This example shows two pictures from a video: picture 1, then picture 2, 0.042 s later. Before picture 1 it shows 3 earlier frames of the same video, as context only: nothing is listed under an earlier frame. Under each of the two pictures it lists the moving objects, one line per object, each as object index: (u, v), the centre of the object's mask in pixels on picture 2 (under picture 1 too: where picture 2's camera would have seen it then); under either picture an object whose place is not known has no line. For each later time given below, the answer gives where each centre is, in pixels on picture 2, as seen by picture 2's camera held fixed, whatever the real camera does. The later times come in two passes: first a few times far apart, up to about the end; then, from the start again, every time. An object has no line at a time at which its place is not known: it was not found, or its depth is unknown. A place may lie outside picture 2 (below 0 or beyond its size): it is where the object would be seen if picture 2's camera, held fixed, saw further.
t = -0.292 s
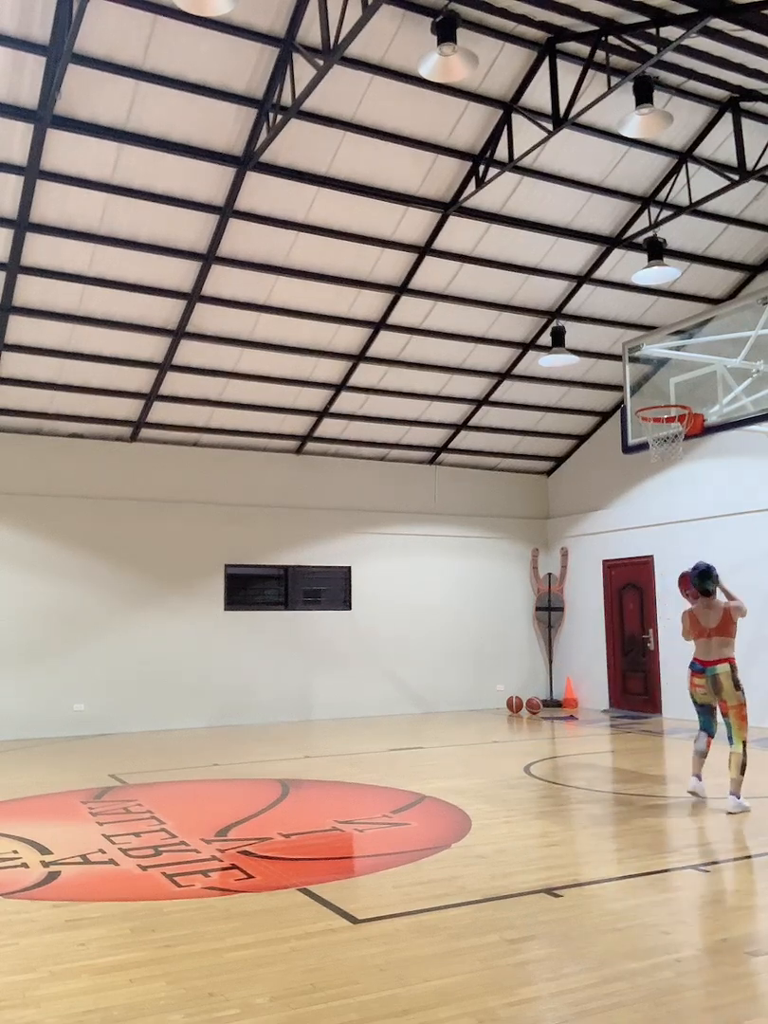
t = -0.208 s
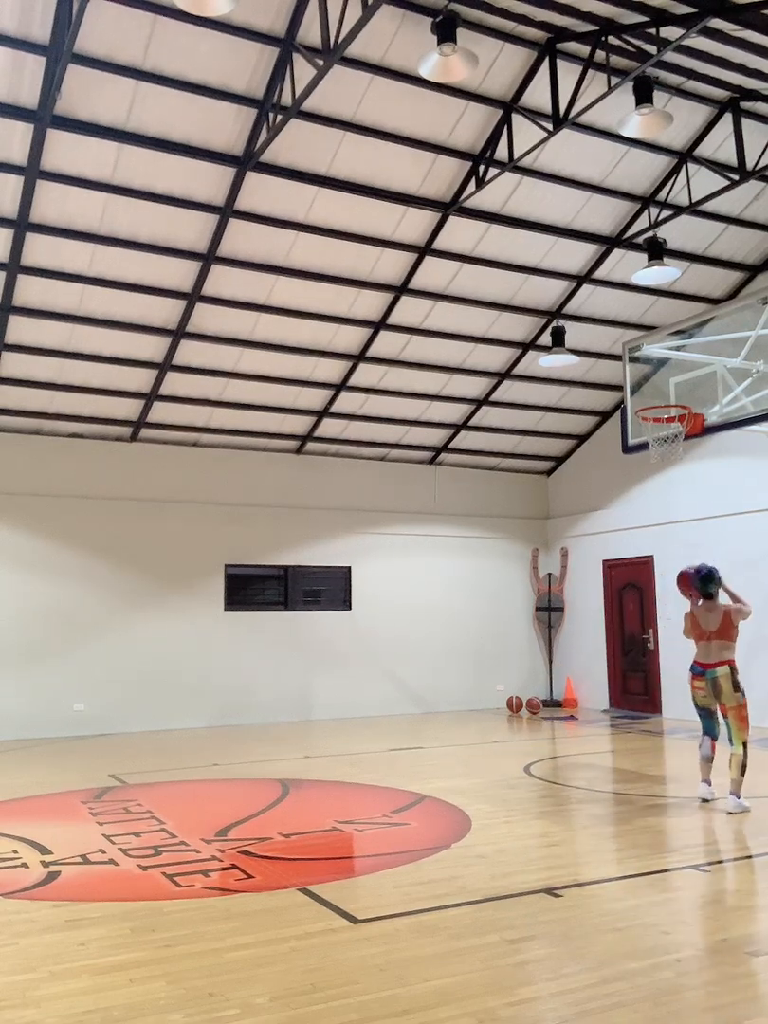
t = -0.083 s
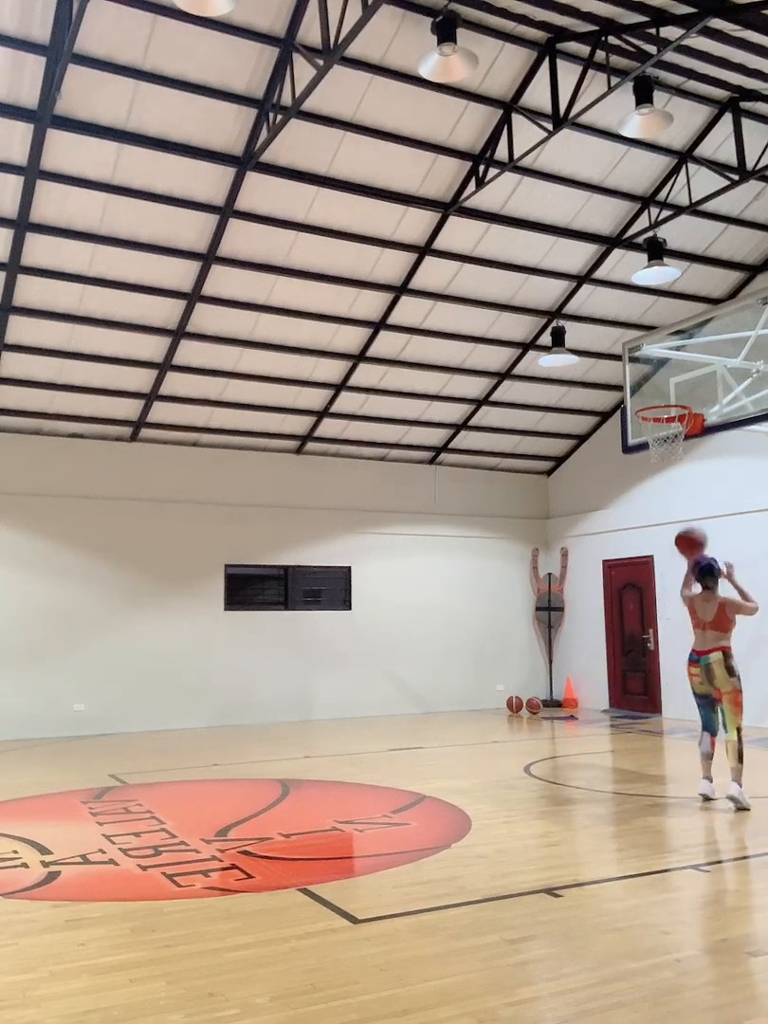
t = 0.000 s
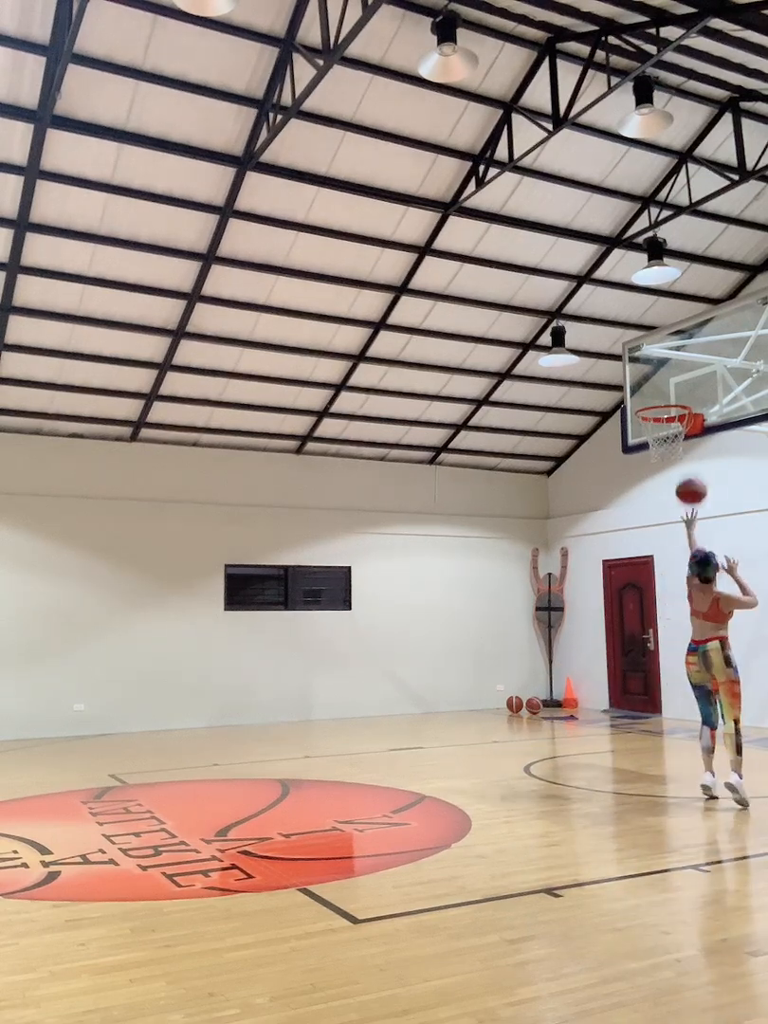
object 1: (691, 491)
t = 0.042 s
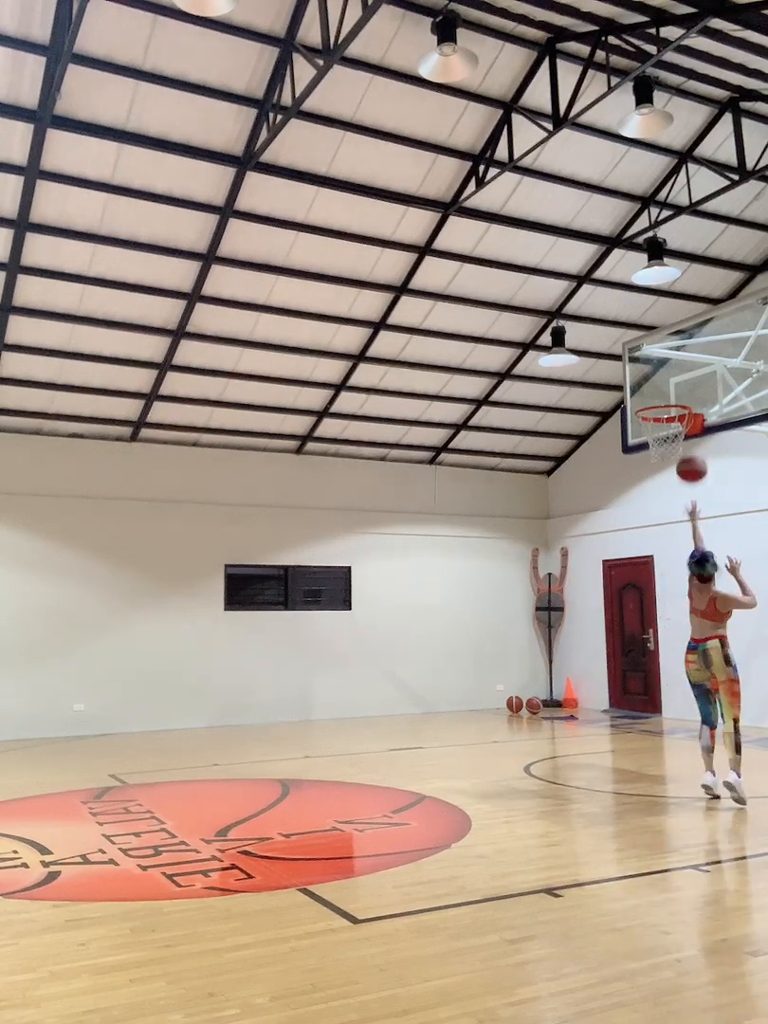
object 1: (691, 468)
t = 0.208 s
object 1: (694, 404)
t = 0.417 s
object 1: (700, 380)
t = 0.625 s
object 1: (675, 396)
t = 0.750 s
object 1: (655, 426)
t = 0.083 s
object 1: (692, 449)
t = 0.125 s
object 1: (693, 431)
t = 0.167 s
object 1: (692, 417)
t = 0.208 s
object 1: (694, 404)
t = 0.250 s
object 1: (695, 396)
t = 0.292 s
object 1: (697, 390)
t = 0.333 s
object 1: (697, 384)
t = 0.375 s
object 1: (699, 381)
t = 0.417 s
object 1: (700, 380)
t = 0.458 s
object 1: (701, 381)
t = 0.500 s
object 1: (699, 383)
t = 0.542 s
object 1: (691, 386)
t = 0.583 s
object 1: (683, 390)
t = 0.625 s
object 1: (675, 396)
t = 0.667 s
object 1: (669, 405)
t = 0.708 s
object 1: (663, 415)
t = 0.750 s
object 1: (655, 426)
